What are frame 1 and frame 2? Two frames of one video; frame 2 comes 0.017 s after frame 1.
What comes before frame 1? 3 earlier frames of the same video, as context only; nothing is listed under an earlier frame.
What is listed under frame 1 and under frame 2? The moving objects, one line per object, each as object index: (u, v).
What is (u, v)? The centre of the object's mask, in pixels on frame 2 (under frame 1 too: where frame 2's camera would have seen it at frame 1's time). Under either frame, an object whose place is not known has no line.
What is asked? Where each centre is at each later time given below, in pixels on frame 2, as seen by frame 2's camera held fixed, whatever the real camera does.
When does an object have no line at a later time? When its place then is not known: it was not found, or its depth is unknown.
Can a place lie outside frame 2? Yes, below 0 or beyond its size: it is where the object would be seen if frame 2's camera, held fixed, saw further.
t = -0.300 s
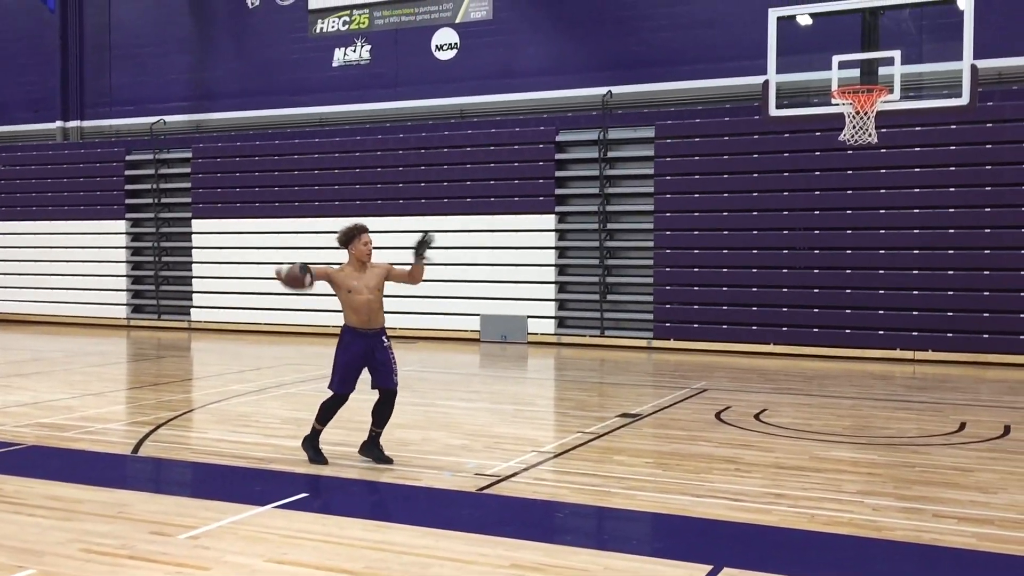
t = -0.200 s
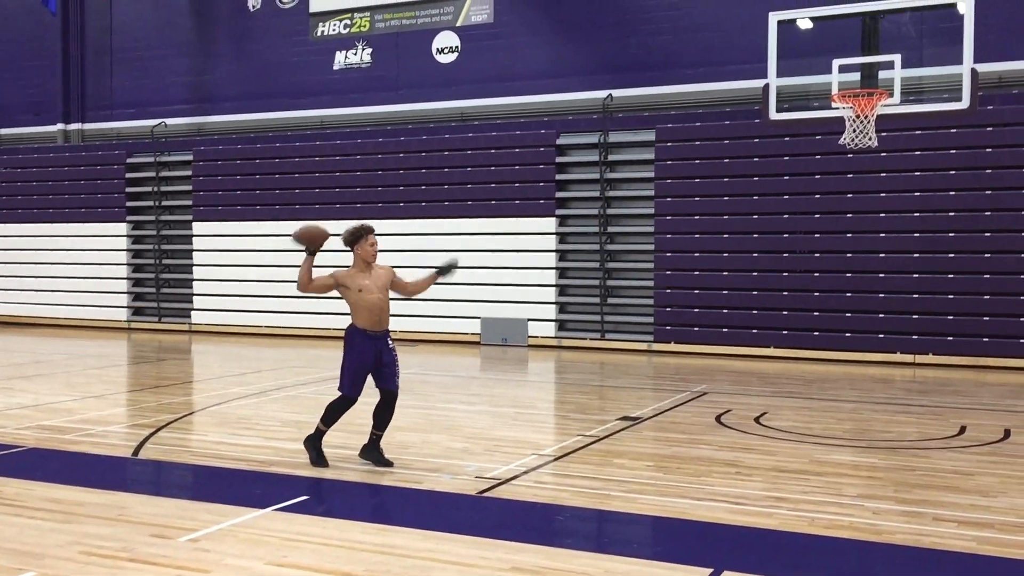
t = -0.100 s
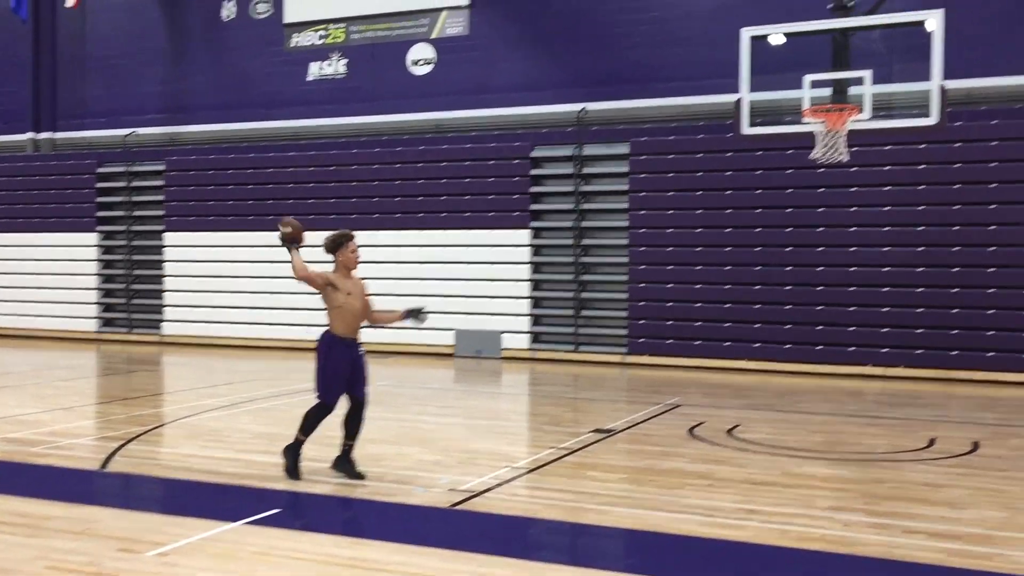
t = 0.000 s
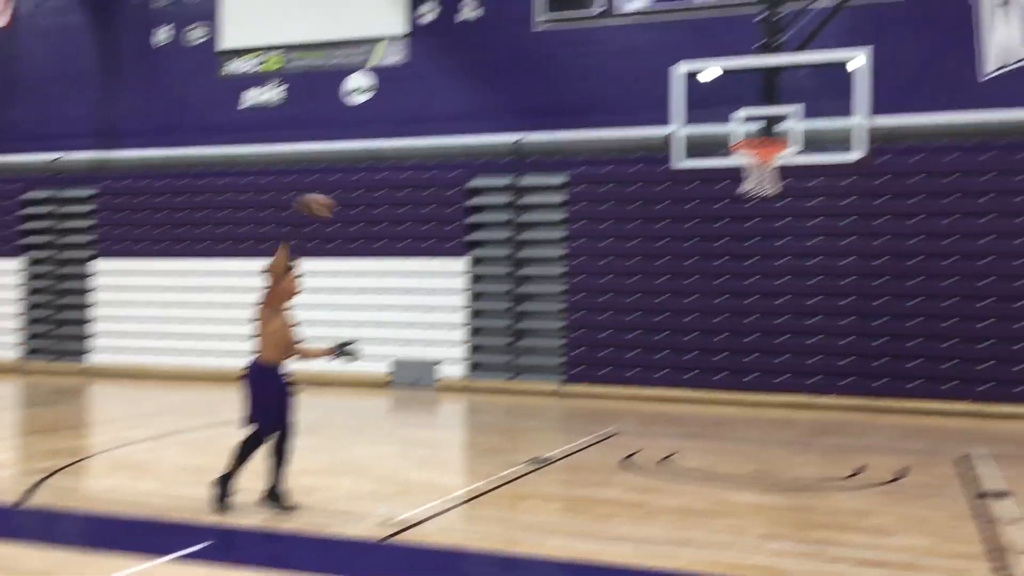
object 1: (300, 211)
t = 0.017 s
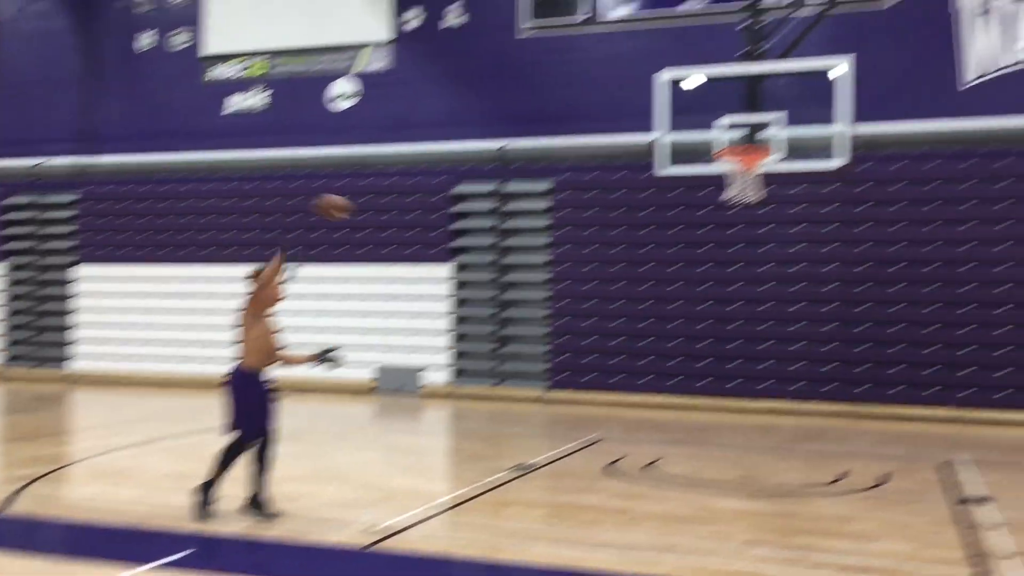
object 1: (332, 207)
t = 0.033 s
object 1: (365, 202)
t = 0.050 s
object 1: (399, 199)
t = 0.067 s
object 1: (432, 195)
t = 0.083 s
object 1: (465, 191)
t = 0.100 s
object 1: (501, 189)
